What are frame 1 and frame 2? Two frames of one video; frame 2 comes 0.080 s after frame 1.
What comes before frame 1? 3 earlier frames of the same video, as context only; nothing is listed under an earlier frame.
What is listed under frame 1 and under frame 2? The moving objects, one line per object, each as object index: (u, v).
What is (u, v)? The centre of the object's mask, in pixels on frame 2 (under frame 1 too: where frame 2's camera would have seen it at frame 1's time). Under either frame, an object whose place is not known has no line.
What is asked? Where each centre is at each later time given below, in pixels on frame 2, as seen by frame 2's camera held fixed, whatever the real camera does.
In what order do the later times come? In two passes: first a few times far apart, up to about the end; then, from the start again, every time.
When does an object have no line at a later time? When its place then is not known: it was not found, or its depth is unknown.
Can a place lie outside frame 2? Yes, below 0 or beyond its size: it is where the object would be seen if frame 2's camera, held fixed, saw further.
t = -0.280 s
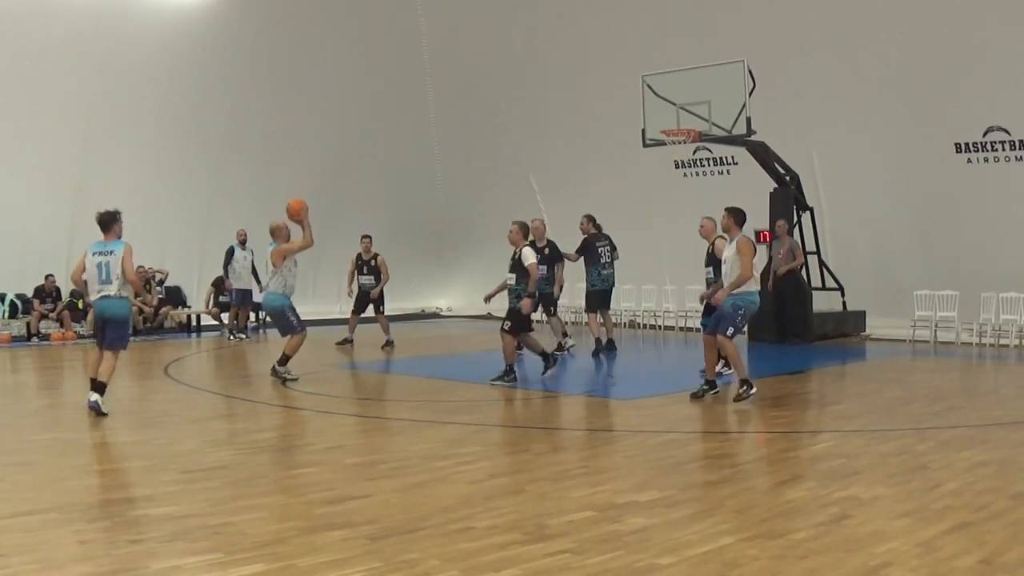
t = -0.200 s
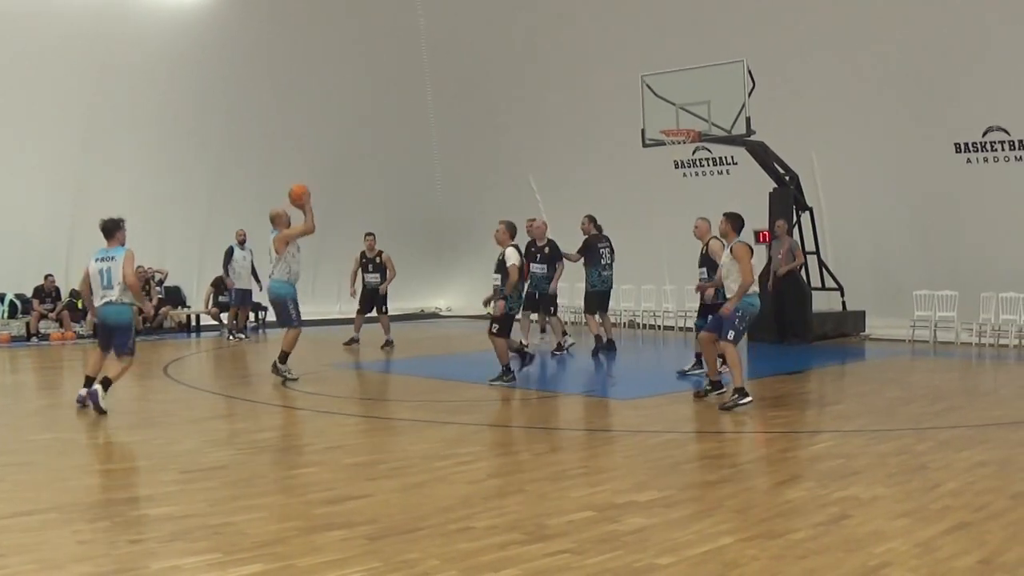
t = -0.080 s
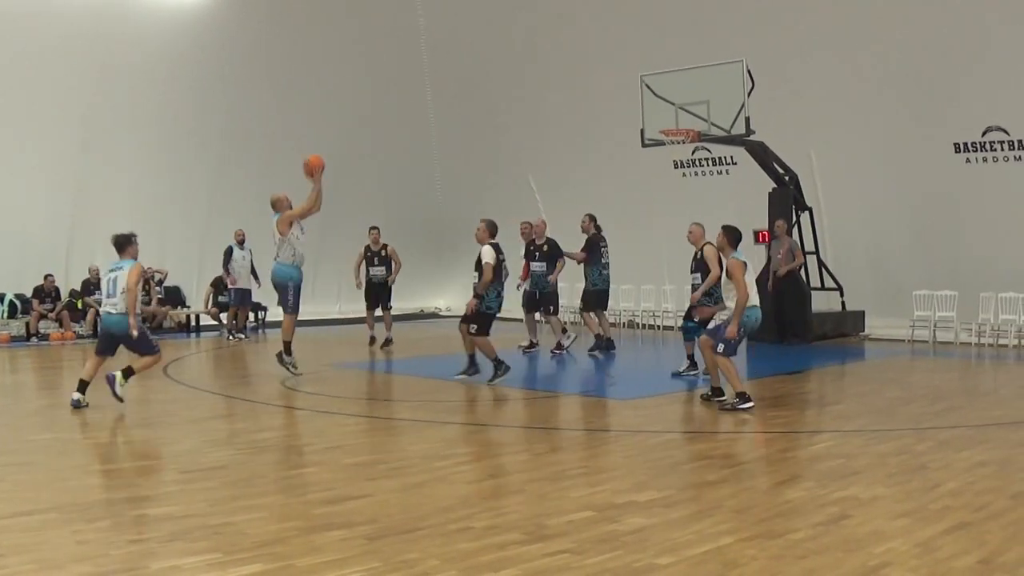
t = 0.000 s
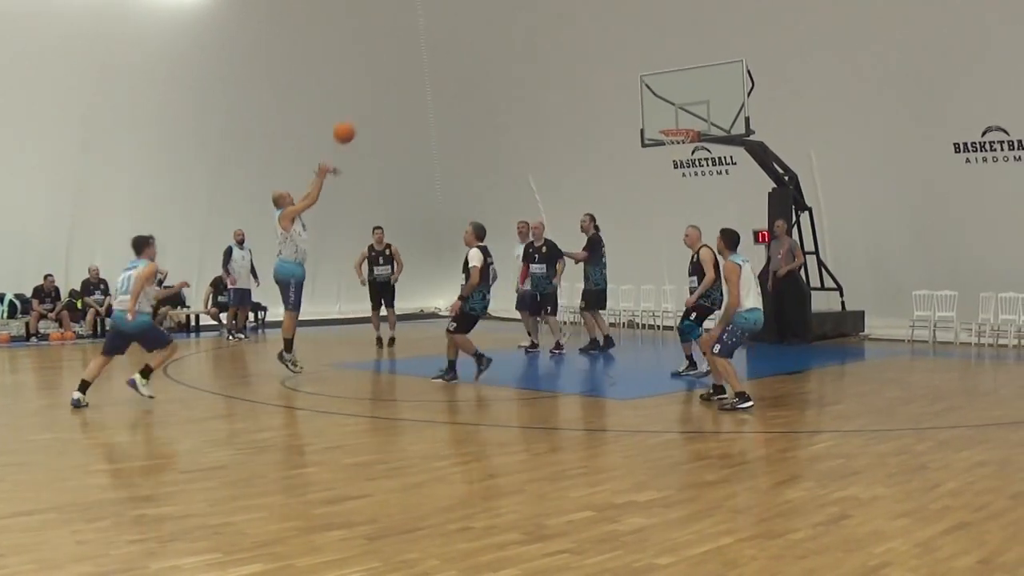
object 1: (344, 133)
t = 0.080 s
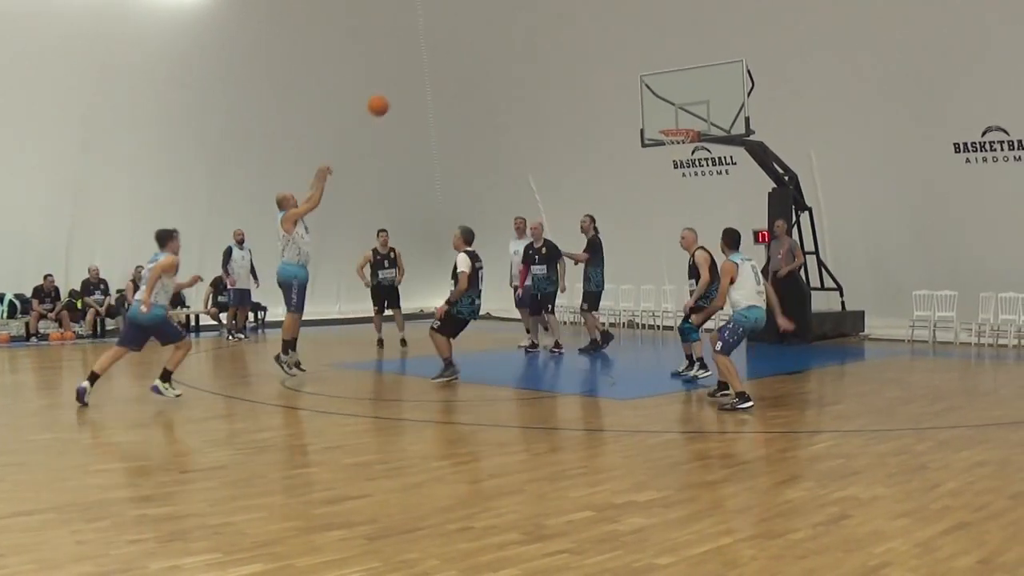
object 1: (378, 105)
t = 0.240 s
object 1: (443, 69)
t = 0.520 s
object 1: (544, 58)
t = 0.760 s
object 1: (620, 93)
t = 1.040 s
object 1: (626, 101)
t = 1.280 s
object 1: (584, 97)
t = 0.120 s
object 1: (395, 94)
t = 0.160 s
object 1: (411, 84)
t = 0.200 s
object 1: (427, 75)
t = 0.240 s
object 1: (443, 69)
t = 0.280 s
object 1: (458, 63)
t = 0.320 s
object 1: (472, 59)
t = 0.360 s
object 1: (488, 56)
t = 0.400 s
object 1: (502, 55)
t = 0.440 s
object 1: (516, 54)
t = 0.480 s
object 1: (530, 55)
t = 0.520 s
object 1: (544, 58)
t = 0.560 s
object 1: (557, 60)
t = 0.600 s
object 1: (570, 65)
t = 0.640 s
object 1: (583, 71)
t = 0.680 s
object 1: (595, 77)
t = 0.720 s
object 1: (608, 85)
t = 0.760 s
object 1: (620, 93)
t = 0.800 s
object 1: (632, 103)
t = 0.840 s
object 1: (644, 114)
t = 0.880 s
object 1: (654, 124)
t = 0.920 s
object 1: (647, 117)
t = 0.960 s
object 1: (640, 111)
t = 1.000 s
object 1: (633, 105)
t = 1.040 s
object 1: (626, 101)
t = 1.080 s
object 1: (619, 97)
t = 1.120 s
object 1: (612, 95)
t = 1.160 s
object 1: (605, 93)
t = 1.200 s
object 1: (598, 94)
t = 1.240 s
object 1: (591, 95)
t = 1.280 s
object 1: (584, 97)
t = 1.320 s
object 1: (577, 100)
